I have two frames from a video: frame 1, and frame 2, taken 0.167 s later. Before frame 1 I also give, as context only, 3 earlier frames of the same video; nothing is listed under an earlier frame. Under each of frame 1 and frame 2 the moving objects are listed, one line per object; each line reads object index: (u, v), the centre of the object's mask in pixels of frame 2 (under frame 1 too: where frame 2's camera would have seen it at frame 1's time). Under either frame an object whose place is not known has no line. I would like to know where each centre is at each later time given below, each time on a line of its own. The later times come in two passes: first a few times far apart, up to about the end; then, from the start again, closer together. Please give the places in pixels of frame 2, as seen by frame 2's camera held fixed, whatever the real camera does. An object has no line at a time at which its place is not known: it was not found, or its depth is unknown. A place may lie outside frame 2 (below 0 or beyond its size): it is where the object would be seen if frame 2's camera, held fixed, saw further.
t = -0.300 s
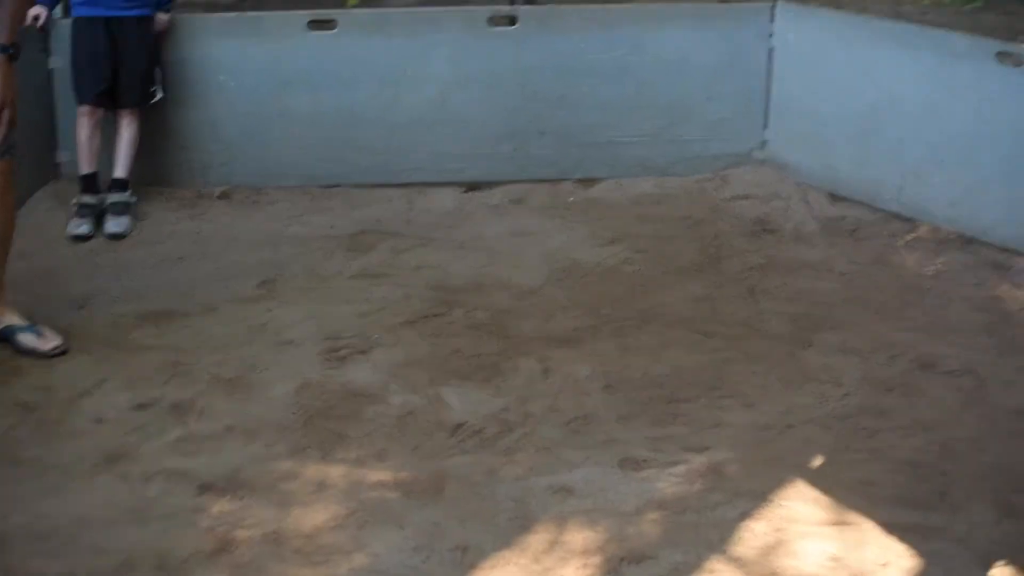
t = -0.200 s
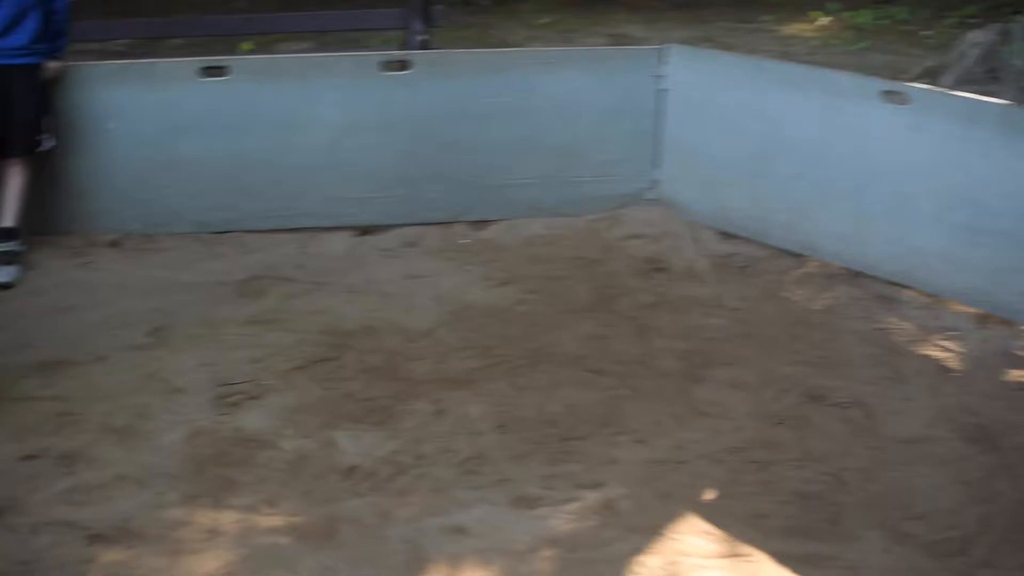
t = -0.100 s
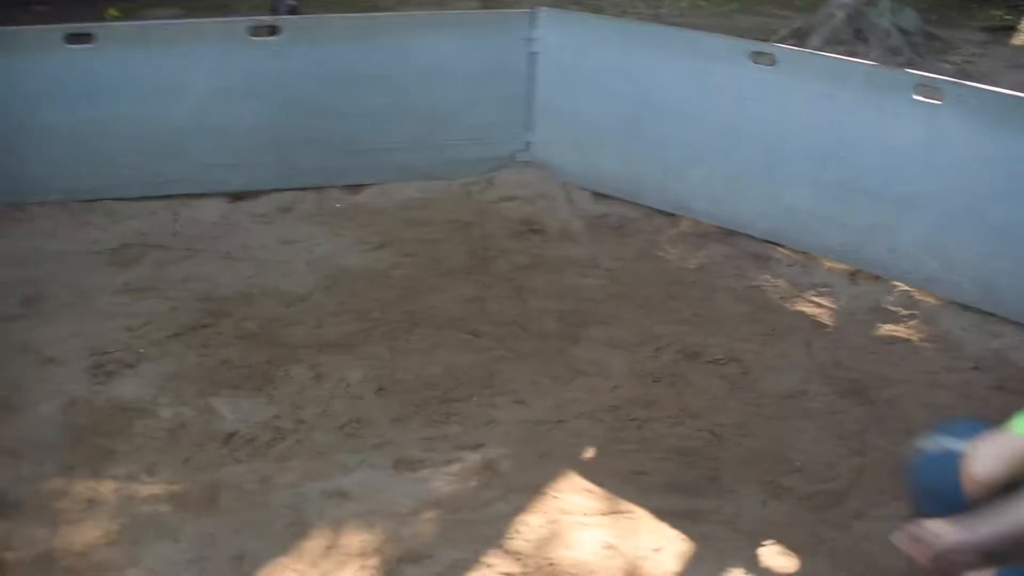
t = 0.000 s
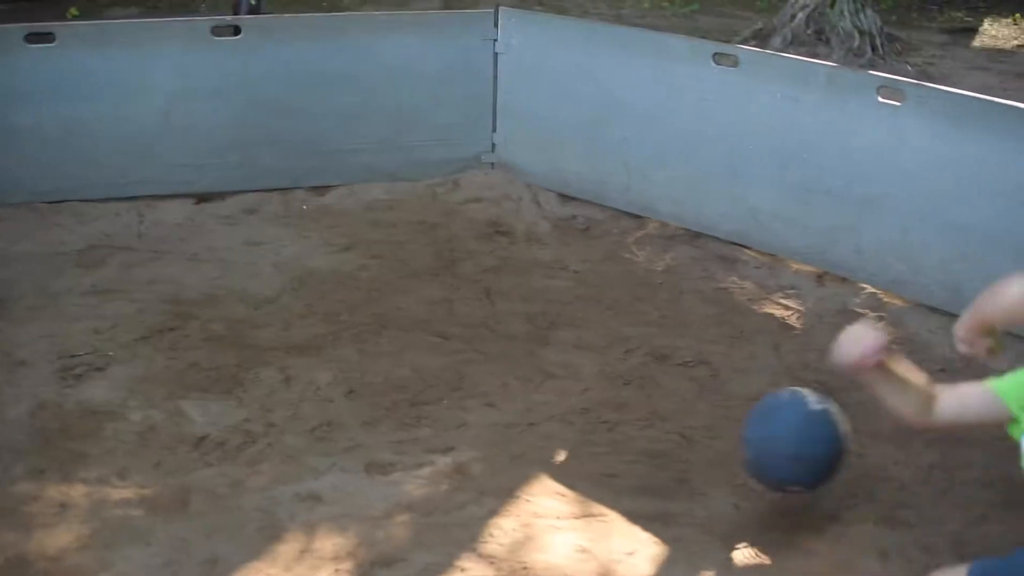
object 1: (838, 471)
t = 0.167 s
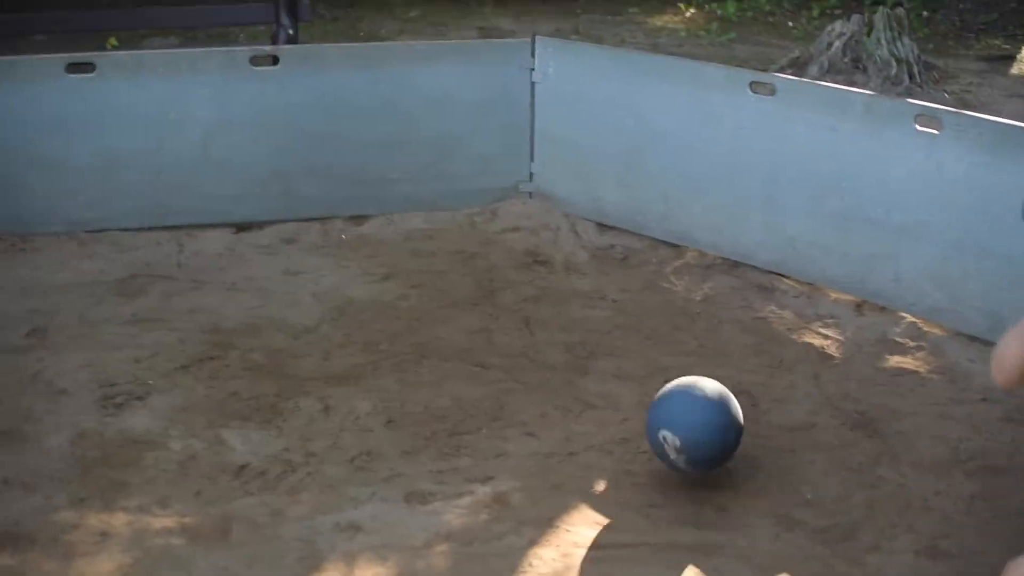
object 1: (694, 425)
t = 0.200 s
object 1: (683, 409)
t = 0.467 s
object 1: (584, 388)
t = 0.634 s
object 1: (526, 357)
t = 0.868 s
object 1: (454, 324)
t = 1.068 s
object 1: (402, 304)
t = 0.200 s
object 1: (683, 409)
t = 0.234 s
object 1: (671, 398)
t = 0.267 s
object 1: (659, 391)
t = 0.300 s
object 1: (647, 388)
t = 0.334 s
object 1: (635, 389)
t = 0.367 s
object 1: (622, 395)
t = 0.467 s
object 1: (584, 388)
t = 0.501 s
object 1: (572, 384)
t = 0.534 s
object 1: (561, 378)
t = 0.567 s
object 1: (549, 368)
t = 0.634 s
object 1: (526, 357)
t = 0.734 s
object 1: (494, 342)
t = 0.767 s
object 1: (483, 336)
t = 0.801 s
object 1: (474, 333)
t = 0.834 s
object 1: (464, 328)
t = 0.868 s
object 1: (454, 324)
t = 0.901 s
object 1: (445, 320)
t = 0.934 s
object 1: (436, 316)
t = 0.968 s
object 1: (427, 312)
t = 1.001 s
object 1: (419, 310)
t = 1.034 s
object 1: (411, 307)
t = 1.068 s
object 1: (402, 304)
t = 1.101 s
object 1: (394, 301)
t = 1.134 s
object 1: (385, 298)
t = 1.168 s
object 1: (378, 295)
